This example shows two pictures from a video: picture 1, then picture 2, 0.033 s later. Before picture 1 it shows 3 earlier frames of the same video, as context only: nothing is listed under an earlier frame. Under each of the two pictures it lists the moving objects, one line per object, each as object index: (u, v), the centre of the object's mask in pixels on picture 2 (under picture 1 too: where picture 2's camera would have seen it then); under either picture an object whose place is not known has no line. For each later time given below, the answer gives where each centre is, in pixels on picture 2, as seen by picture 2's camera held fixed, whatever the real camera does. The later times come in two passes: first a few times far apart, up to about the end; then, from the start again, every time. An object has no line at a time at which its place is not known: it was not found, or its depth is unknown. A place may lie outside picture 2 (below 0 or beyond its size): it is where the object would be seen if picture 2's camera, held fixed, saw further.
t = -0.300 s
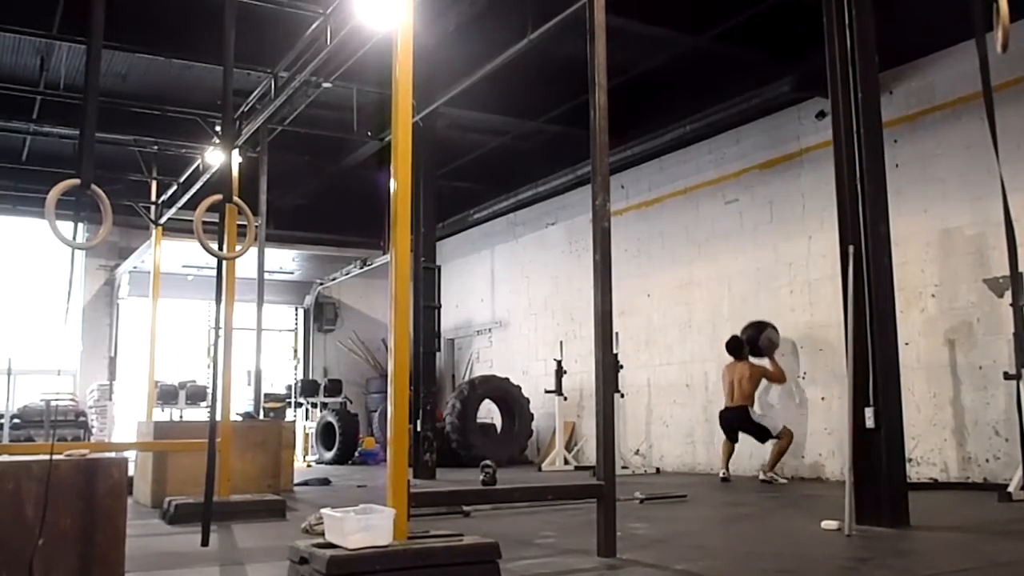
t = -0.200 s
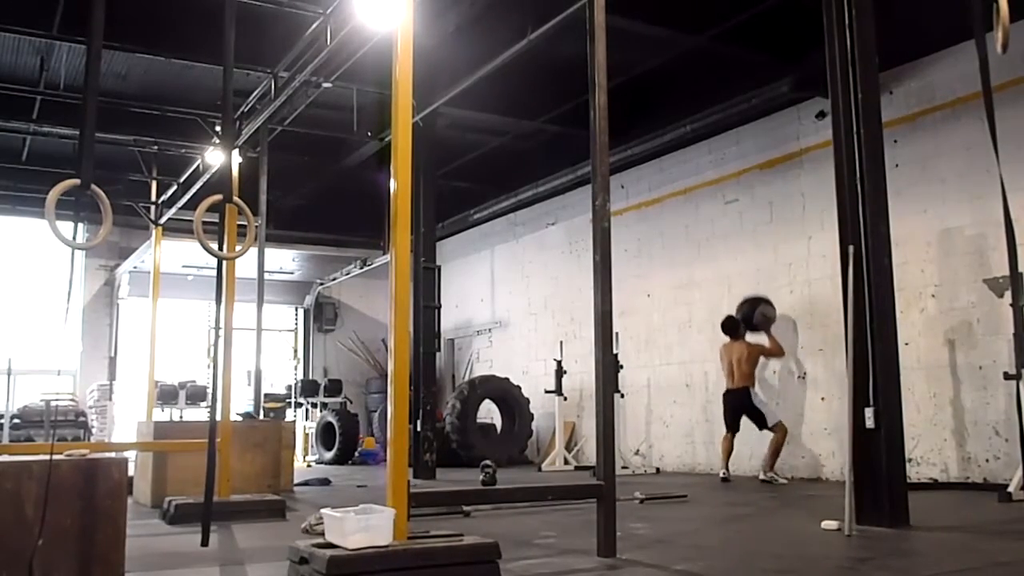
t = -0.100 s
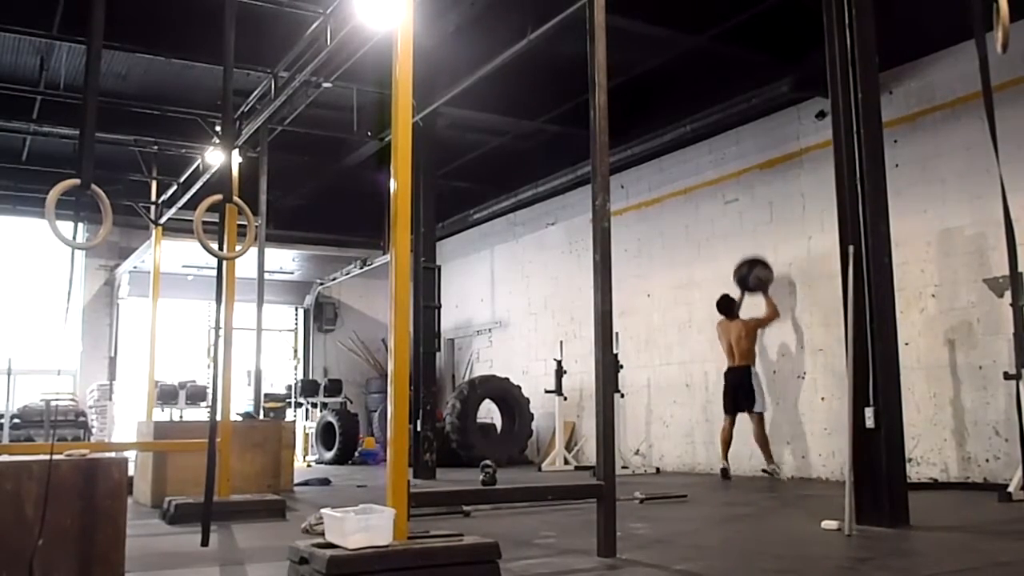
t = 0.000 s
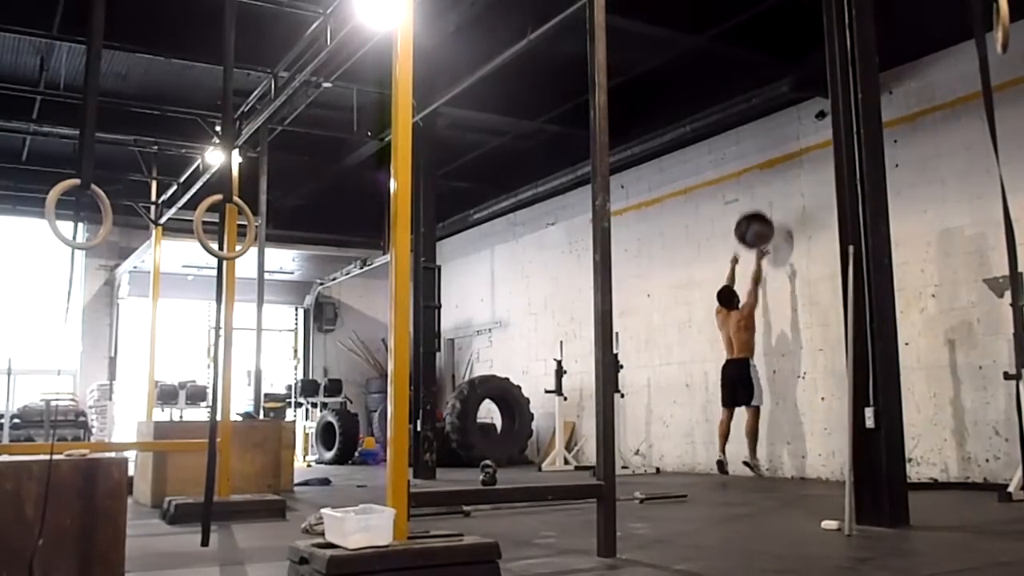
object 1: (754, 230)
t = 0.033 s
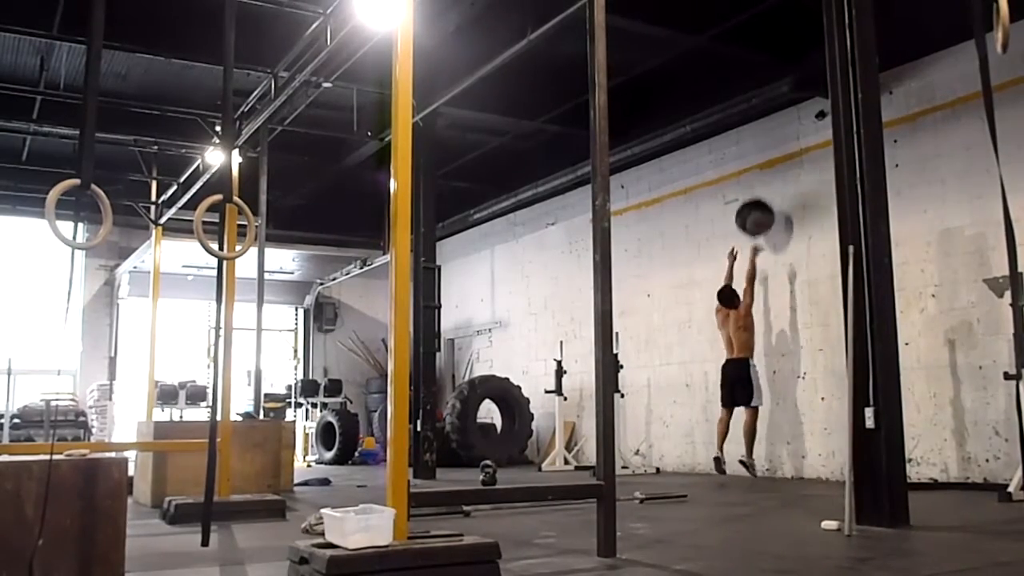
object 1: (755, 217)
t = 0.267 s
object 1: (762, 161)
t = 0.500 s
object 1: (758, 162)
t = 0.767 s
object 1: (755, 230)
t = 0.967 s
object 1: (755, 331)
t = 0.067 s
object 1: (756, 206)
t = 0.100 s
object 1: (756, 195)
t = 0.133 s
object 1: (758, 186)
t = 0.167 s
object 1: (759, 178)
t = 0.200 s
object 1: (759, 171)
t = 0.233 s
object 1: (760, 165)
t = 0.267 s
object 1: (762, 161)
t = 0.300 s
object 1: (762, 158)
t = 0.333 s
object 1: (761, 156)
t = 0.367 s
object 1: (760, 155)
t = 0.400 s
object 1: (760, 155)
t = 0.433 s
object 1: (759, 156)
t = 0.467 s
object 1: (758, 158)
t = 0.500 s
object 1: (758, 162)
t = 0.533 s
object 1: (757, 166)
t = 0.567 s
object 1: (756, 172)
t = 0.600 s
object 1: (756, 179)
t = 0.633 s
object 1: (756, 186)
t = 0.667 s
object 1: (755, 196)
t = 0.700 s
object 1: (755, 206)
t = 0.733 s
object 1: (755, 217)
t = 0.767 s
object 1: (755, 230)
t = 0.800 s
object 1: (755, 244)
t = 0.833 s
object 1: (755, 259)
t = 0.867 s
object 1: (755, 275)
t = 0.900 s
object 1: (755, 293)
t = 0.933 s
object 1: (755, 311)
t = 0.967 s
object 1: (755, 331)
